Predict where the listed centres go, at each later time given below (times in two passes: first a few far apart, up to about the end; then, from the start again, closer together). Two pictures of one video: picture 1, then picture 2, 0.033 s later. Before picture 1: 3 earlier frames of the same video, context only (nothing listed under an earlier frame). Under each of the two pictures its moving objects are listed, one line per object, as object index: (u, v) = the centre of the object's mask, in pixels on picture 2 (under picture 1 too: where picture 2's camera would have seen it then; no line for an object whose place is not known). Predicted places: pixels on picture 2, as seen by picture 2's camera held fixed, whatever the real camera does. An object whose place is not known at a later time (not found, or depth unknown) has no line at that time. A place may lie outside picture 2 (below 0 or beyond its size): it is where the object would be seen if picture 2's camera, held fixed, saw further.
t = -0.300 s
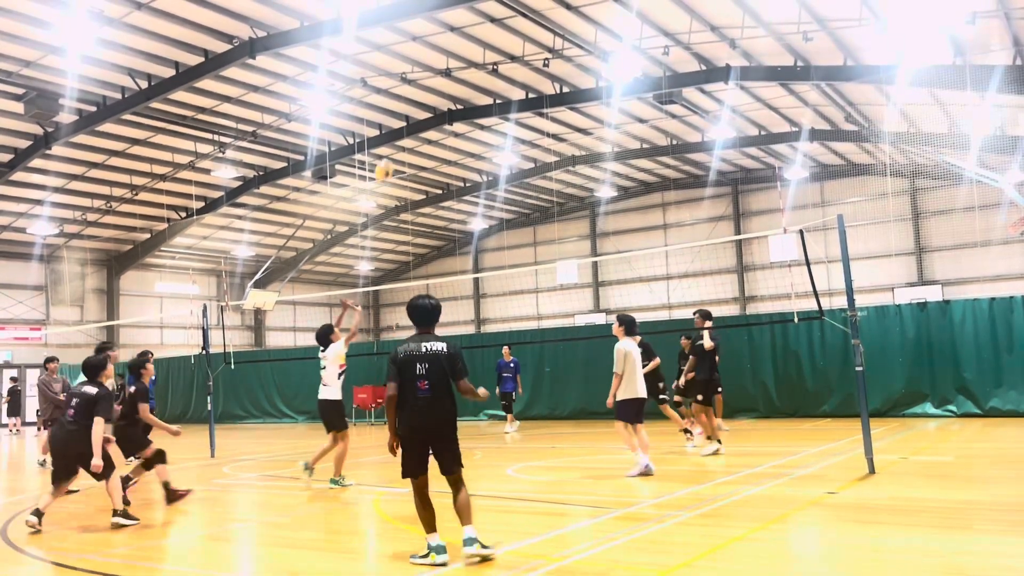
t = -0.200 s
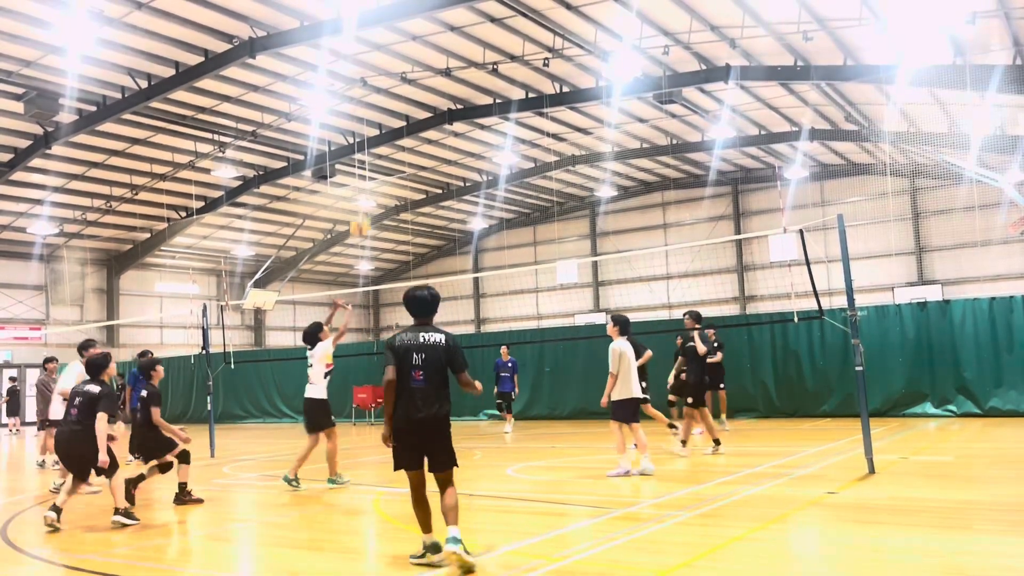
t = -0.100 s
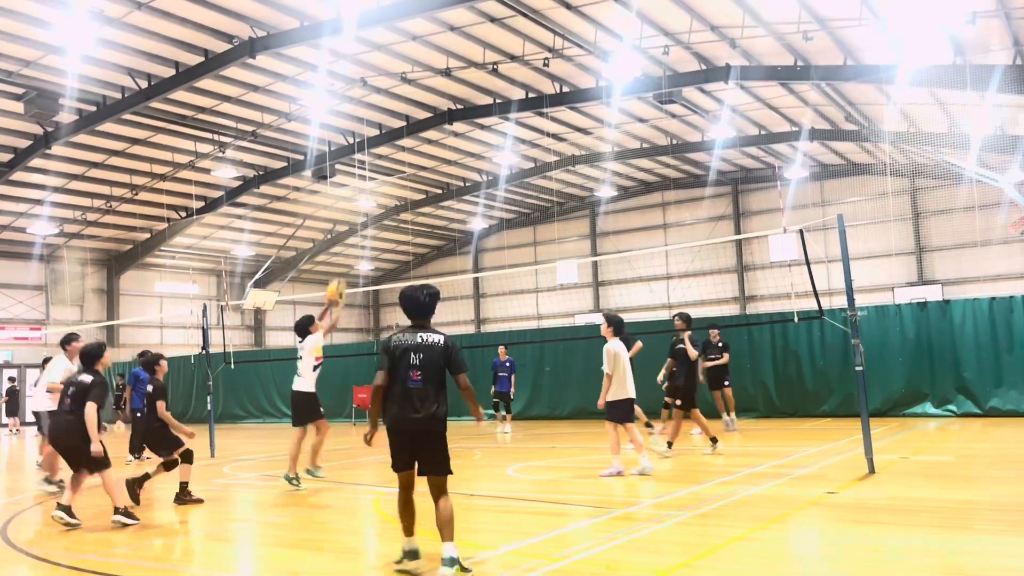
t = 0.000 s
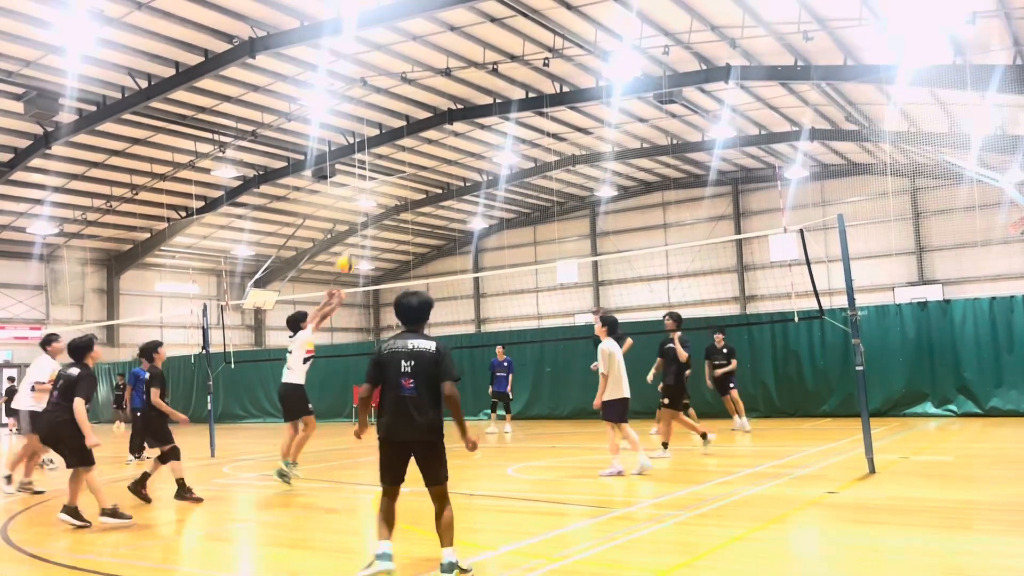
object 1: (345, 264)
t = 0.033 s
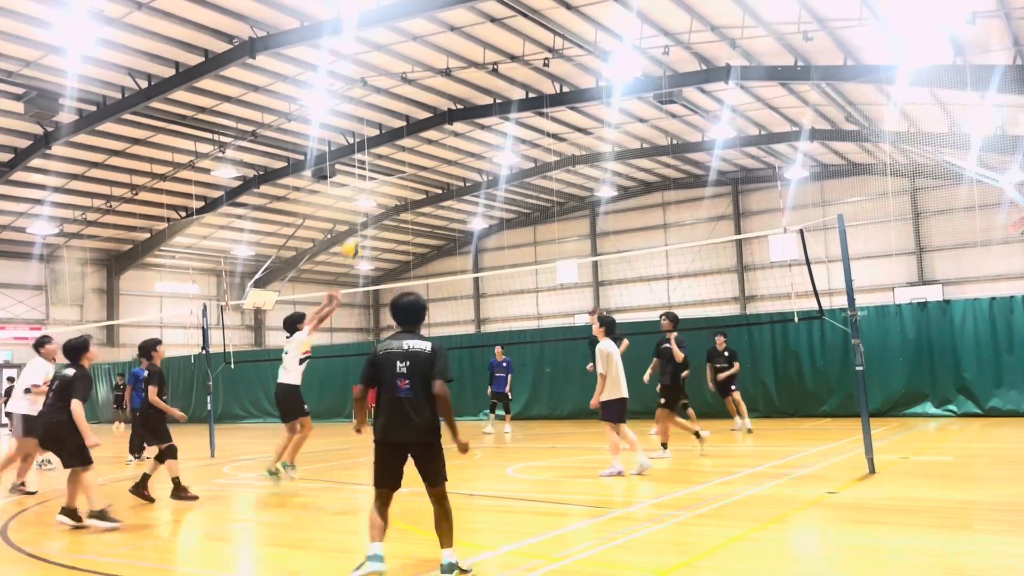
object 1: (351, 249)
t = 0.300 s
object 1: (399, 178)
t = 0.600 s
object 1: (454, 168)
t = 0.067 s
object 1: (357, 236)
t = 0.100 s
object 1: (365, 225)
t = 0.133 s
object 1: (371, 216)
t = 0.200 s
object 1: (383, 197)
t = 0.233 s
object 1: (390, 189)
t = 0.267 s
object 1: (395, 181)
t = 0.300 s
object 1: (399, 178)
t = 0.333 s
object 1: (406, 173)
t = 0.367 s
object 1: (412, 169)
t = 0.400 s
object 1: (418, 166)
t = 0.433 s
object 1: (424, 163)
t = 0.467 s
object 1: (431, 162)
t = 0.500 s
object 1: (437, 163)
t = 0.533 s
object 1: (443, 164)
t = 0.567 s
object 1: (449, 166)
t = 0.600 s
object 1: (454, 168)
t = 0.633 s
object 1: (461, 172)
